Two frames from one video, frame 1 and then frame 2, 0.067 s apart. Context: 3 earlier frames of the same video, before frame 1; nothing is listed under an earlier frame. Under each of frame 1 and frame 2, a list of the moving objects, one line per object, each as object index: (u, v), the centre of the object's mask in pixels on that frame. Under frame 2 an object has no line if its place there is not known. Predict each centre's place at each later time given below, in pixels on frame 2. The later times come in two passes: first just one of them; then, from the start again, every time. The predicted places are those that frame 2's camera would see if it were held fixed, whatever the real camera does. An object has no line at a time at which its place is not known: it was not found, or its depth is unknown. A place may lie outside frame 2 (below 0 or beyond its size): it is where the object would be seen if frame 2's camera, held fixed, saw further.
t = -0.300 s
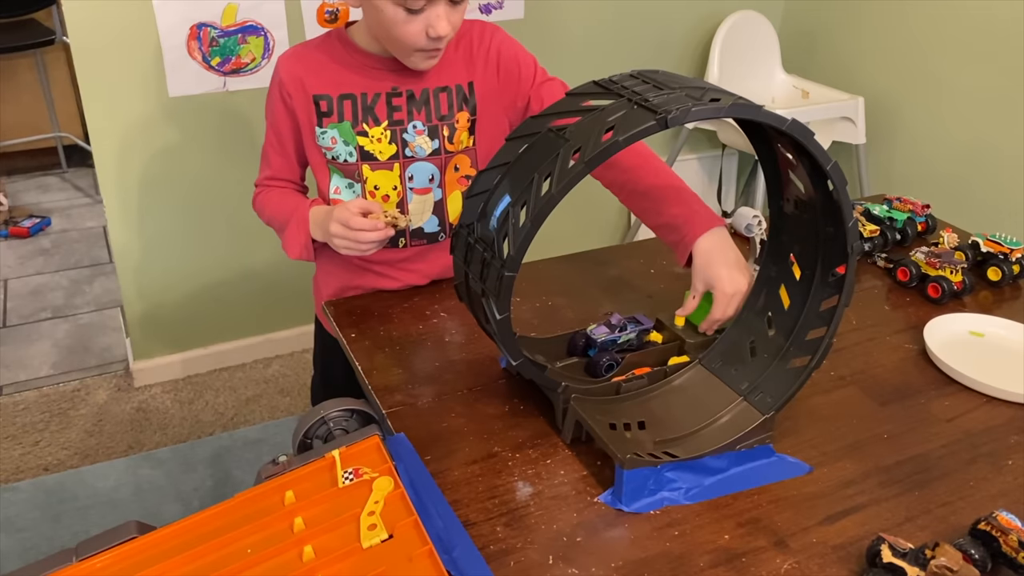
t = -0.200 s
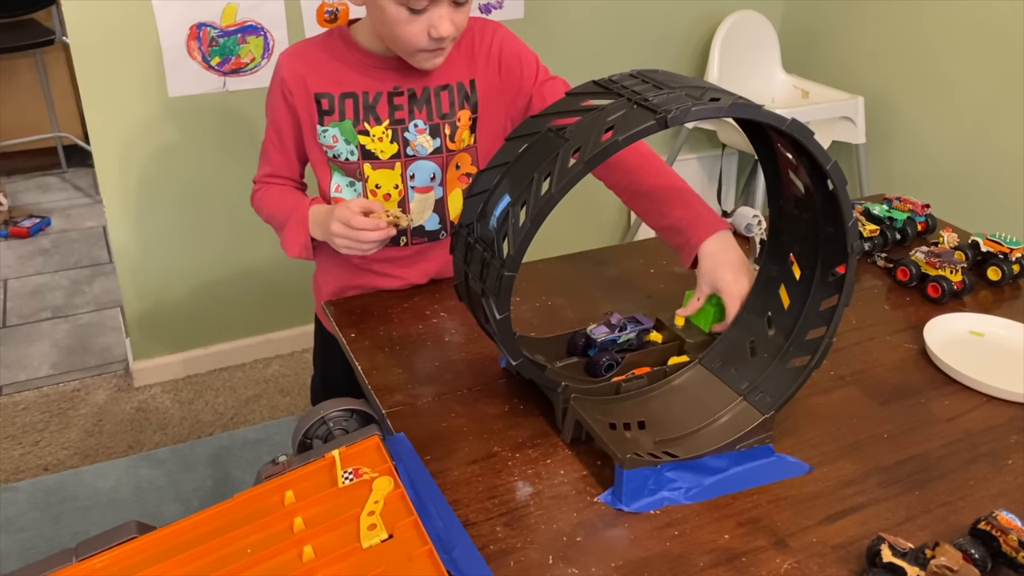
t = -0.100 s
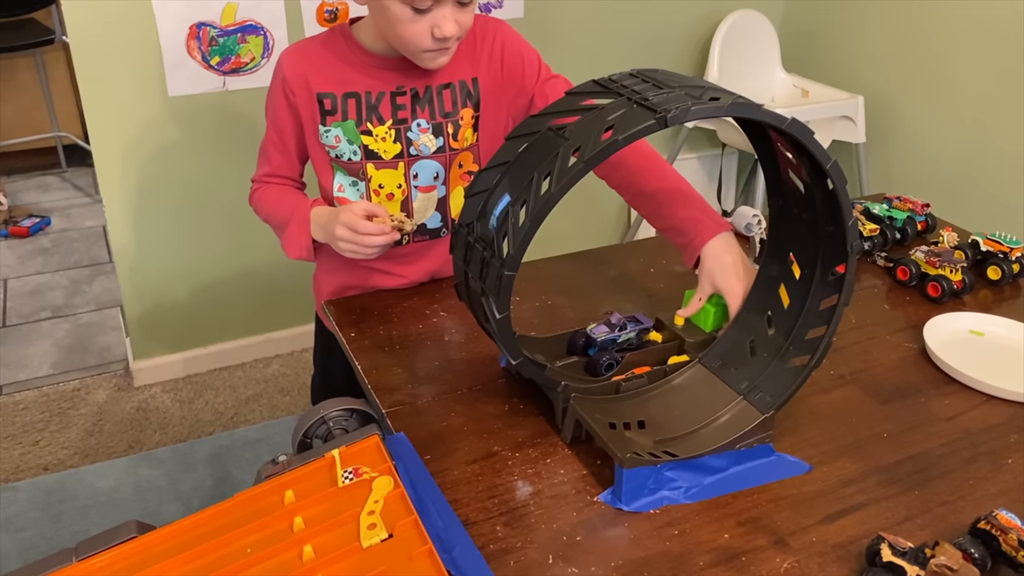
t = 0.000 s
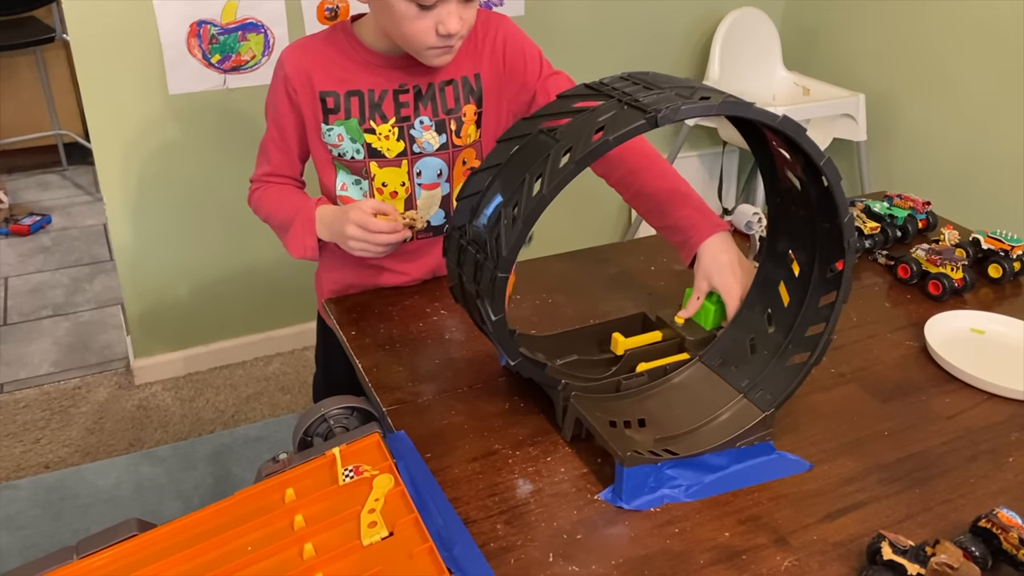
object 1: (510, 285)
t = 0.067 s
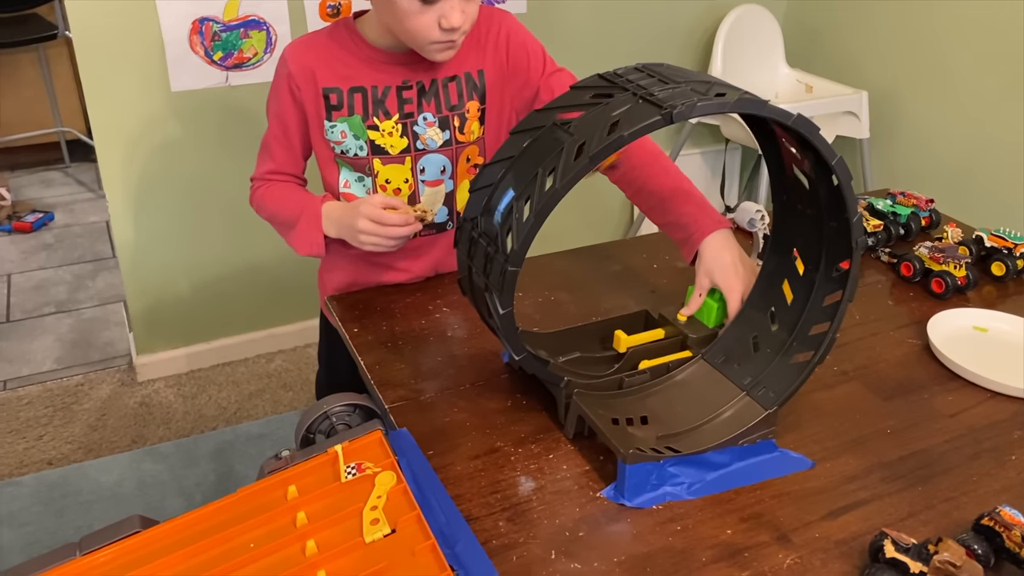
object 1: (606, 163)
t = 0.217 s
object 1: (825, 188)
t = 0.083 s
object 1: (642, 141)
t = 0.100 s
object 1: (677, 126)
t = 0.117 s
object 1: (703, 119)
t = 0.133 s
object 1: (733, 117)
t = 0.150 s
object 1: (758, 122)
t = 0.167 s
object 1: (780, 130)
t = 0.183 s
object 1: (797, 144)
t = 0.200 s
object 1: (813, 164)
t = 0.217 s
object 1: (825, 188)
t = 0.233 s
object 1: (833, 214)
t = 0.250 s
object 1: (837, 237)
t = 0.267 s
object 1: (835, 263)
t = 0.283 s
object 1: (829, 287)
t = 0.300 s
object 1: (819, 312)
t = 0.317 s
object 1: (807, 339)
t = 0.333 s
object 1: (790, 365)
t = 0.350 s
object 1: (768, 388)
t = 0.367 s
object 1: (743, 409)
